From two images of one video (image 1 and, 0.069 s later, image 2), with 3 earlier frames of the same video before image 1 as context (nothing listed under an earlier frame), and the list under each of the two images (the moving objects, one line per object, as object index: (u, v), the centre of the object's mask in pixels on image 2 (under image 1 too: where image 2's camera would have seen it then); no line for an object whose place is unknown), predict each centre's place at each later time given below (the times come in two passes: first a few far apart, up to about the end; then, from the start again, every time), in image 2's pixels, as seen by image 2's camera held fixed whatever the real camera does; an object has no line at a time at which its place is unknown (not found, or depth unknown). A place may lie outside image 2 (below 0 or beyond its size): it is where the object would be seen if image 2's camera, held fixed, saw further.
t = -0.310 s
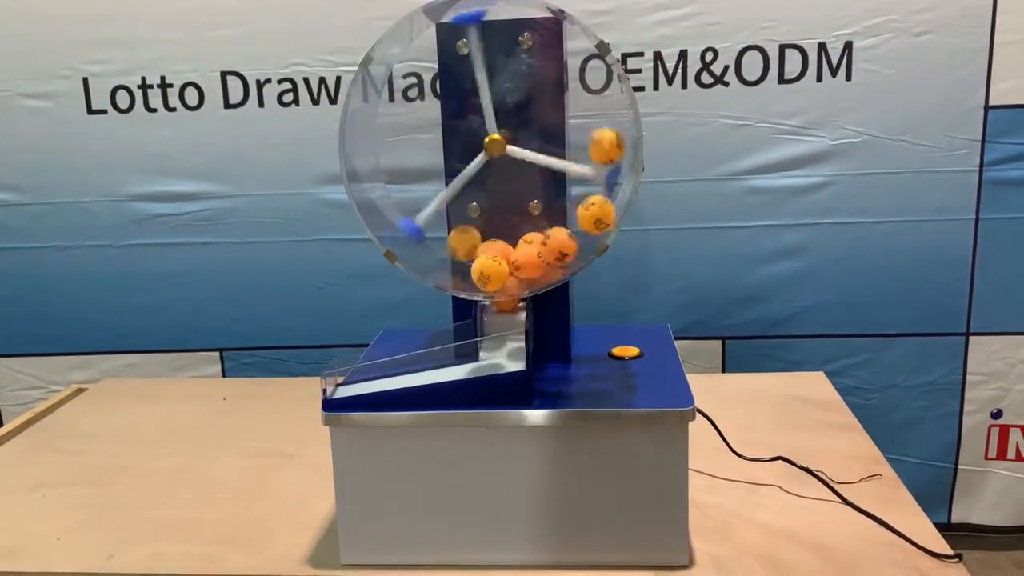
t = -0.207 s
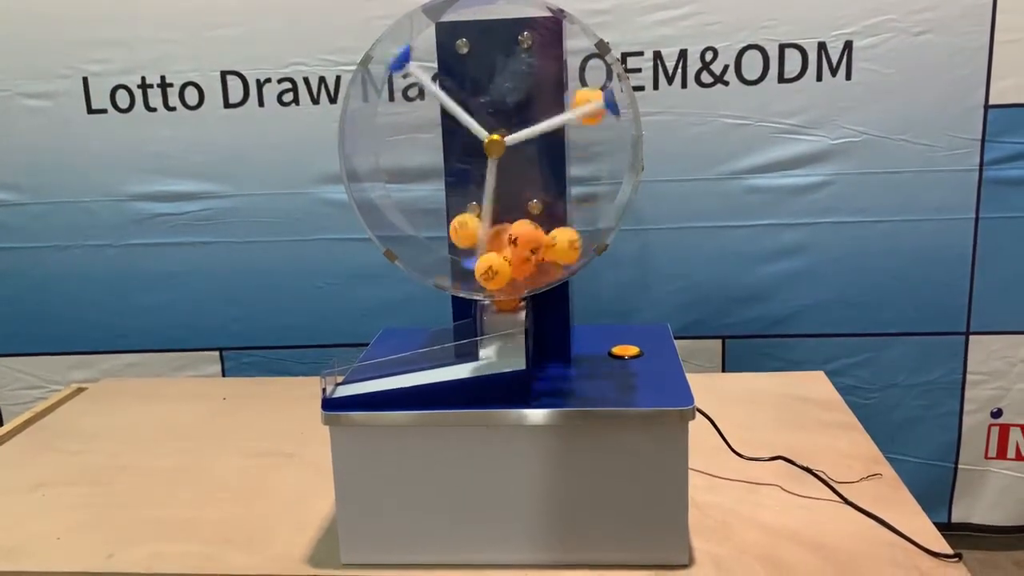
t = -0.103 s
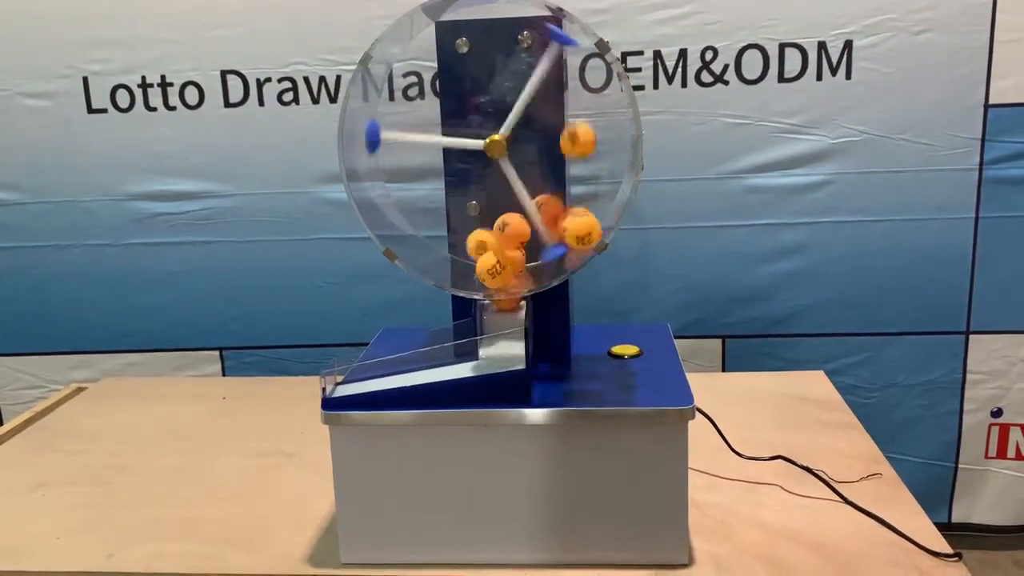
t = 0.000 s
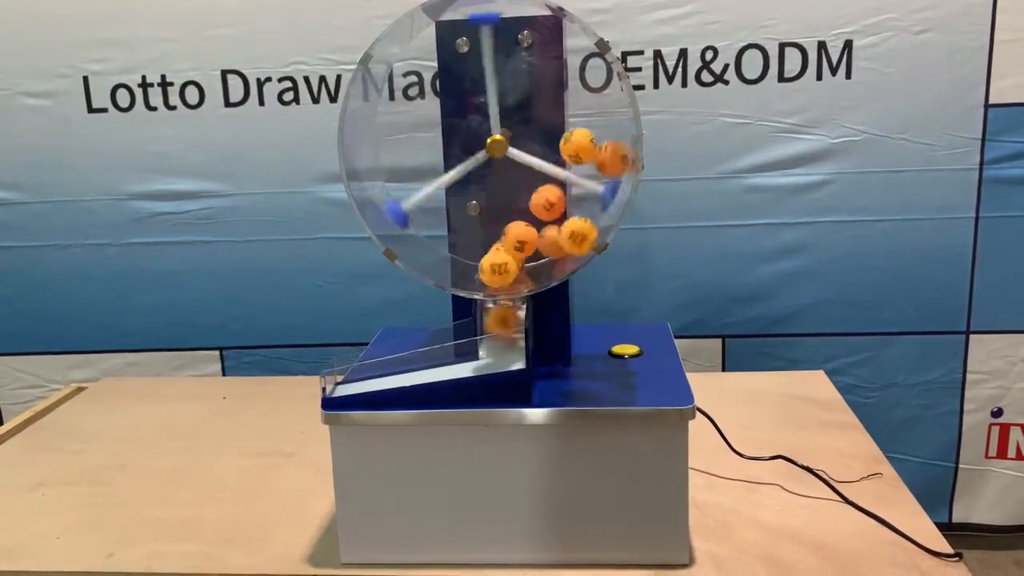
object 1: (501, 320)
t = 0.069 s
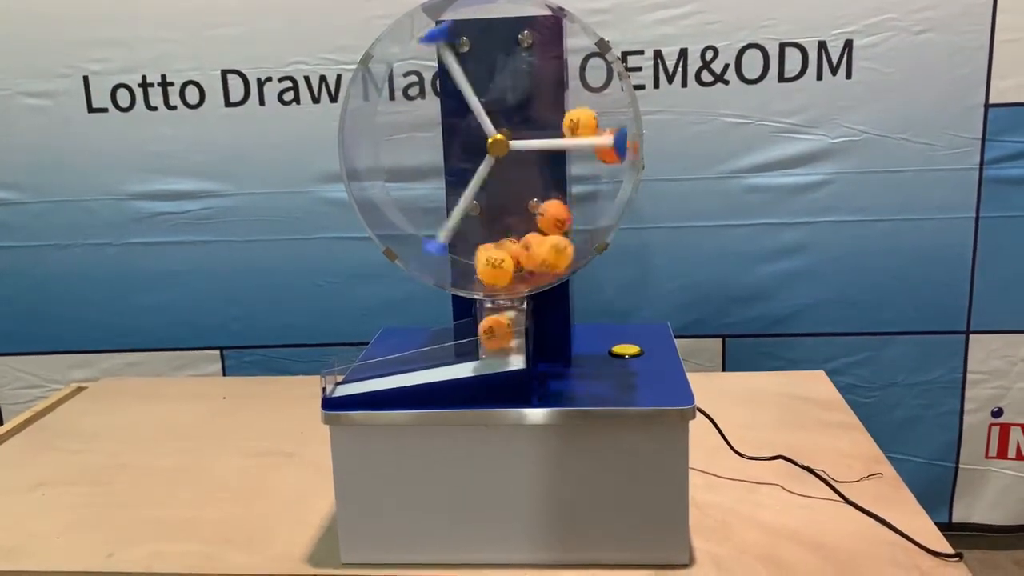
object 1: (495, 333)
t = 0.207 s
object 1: (488, 340)
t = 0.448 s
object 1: (485, 346)
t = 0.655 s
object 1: (454, 356)
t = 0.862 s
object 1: (396, 366)
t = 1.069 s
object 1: (363, 371)
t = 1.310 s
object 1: (350, 374)
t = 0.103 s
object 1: (495, 331)
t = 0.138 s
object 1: (495, 338)
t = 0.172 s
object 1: (492, 343)
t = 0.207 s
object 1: (488, 340)
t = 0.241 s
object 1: (495, 346)
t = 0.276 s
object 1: (494, 342)
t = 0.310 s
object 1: (495, 344)
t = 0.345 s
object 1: (493, 342)
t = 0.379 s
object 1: (492, 342)
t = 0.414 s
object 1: (489, 345)
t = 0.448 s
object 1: (485, 346)
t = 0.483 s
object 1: (482, 349)
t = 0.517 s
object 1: (478, 351)
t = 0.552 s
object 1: (473, 351)
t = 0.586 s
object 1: (467, 352)
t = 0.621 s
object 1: (461, 354)
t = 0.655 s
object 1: (454, 356)
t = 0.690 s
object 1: (447, 357)
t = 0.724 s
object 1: (438, 359)
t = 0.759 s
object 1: (429, 360)
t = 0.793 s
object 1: (419, 362)
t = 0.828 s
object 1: (408, 364)
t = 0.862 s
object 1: (396, 366)
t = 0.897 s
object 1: (384, 368)
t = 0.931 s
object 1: (373, 370)
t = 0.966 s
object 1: (362, 372)
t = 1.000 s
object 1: (350, 374)
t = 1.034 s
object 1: (357, 373)
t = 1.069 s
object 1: (363, 371)
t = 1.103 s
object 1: (364, 372)
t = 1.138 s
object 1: (364, 372)
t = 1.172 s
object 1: (362, 372)
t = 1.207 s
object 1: (359, 373)
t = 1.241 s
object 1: (355, 373)
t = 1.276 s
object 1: (351, 374)
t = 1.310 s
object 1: (350, 374)
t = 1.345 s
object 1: (351, 374)
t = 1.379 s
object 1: (351, 374)
